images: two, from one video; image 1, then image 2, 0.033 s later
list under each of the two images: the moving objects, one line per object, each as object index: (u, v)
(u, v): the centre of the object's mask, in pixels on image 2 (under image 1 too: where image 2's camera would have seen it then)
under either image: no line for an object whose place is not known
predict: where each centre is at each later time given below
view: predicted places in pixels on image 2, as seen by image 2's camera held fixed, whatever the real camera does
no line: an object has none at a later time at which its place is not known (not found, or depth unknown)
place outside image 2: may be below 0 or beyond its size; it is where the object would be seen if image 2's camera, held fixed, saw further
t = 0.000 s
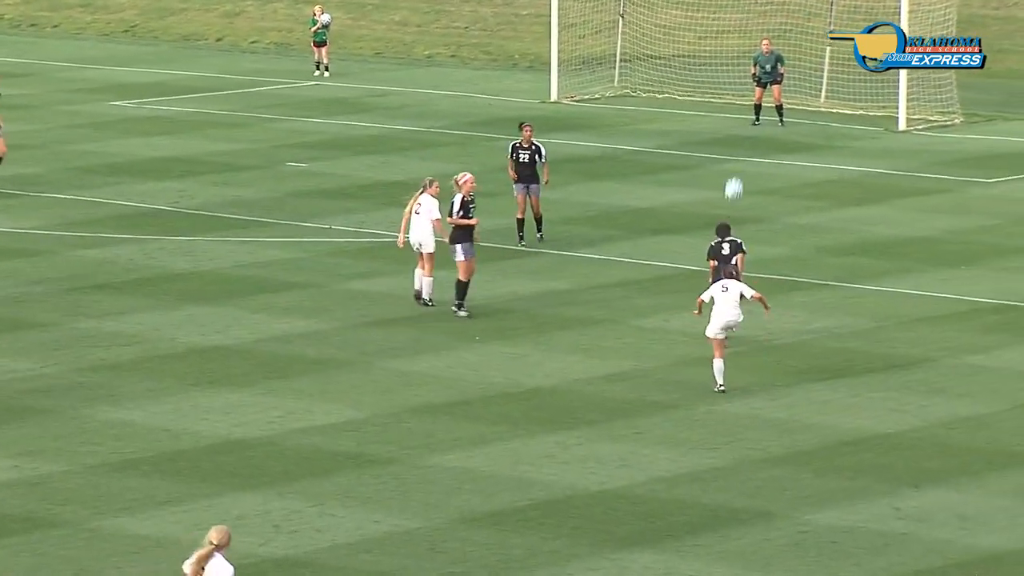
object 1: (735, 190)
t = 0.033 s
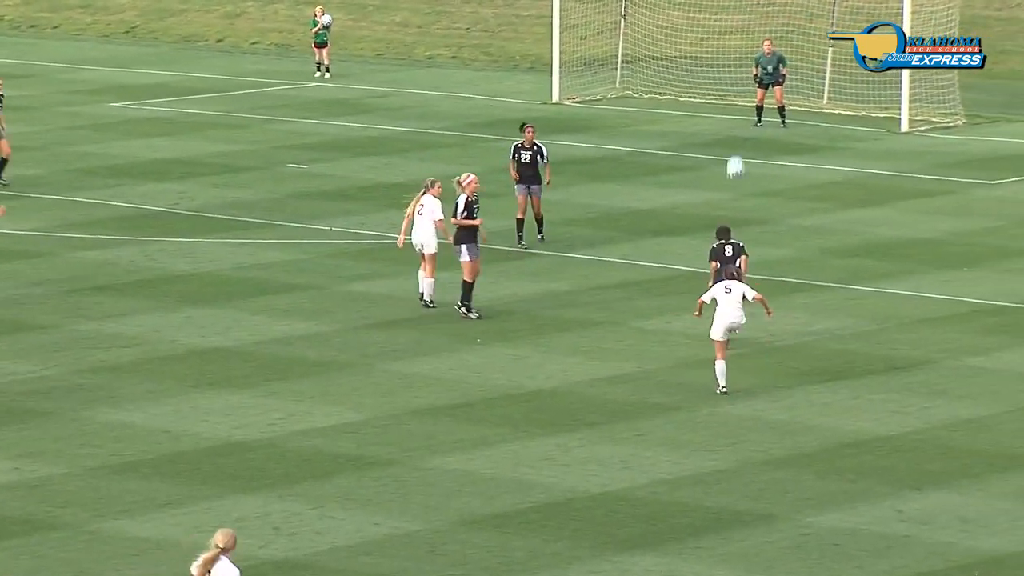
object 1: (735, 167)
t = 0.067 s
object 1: (734, 145)
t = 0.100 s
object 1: (735, 124)
